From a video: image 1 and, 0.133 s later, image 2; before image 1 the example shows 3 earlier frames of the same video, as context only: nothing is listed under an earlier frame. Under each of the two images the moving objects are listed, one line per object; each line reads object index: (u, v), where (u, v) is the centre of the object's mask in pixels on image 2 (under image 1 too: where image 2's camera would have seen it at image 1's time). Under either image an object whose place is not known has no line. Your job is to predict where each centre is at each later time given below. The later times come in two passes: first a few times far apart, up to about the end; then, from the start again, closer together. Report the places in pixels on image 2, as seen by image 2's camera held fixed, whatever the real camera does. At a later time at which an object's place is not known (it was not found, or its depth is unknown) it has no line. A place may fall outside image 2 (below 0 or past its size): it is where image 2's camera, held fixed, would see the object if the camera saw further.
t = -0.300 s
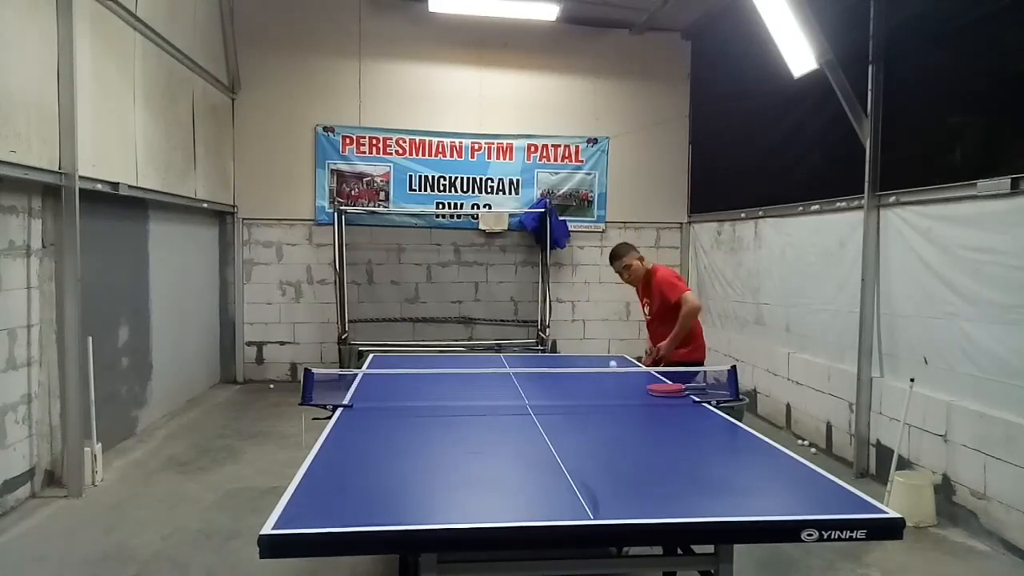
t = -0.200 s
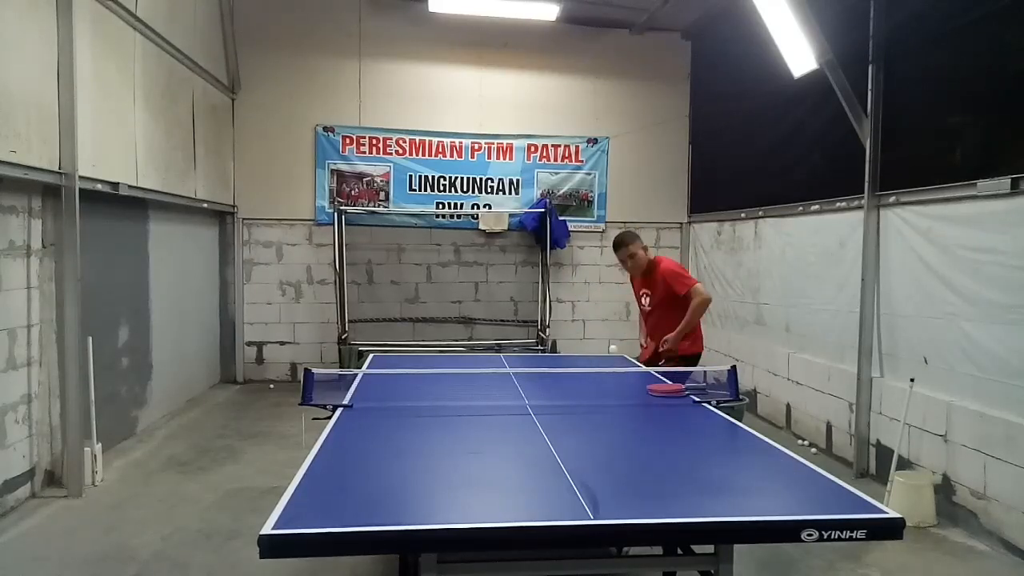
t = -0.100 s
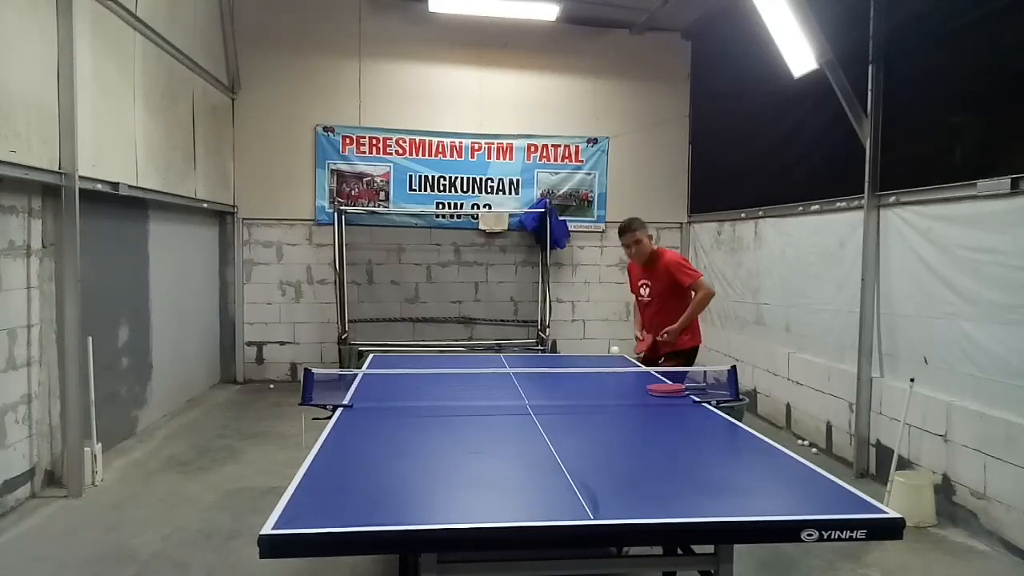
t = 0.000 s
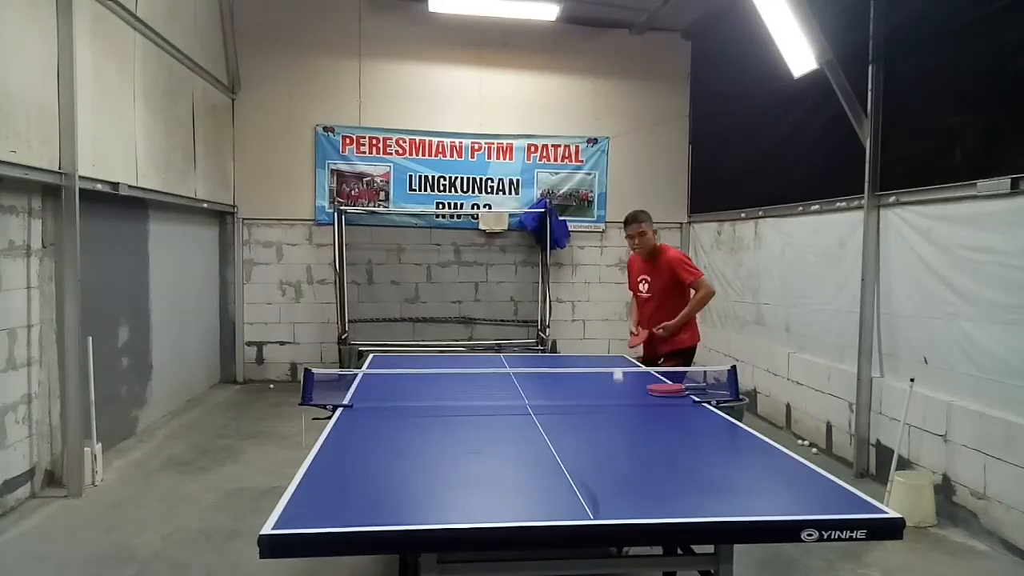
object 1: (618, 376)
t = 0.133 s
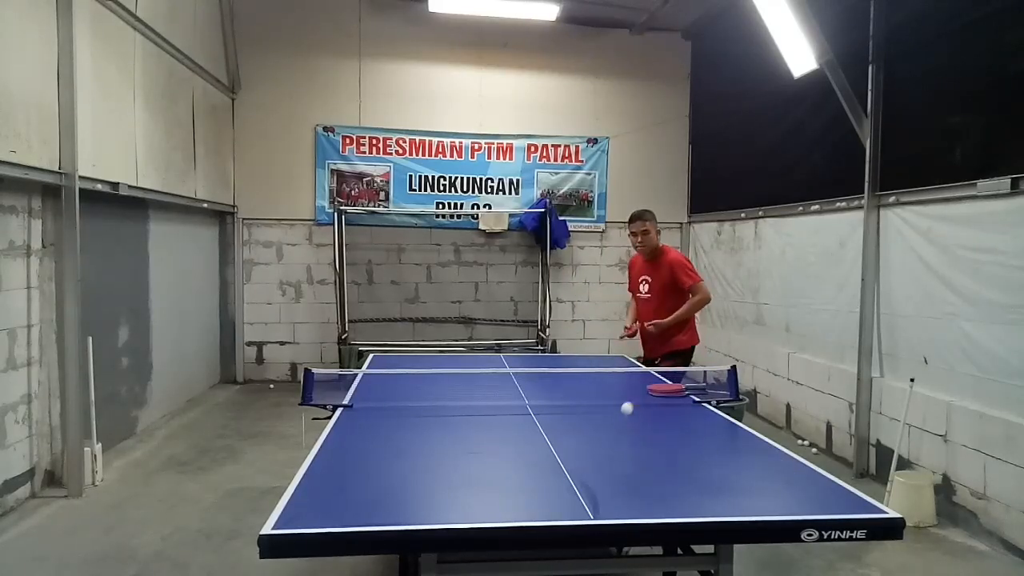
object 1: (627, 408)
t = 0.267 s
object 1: (644, 405)
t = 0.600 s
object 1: (718, 465)
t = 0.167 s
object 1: (631, 403)
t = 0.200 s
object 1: (634, 401)
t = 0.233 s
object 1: (639, 402)
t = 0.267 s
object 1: (644, 405)
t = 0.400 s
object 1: (666, 463)
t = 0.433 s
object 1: (673, 480)
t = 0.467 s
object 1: (681, 469)
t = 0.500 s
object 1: (690, 462)
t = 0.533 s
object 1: (699, 459)
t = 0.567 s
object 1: (708, 460)
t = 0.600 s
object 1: (718, 465)
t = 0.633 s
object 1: (728, 475)
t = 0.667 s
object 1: (738, 490)
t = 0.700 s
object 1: (751, 514)
